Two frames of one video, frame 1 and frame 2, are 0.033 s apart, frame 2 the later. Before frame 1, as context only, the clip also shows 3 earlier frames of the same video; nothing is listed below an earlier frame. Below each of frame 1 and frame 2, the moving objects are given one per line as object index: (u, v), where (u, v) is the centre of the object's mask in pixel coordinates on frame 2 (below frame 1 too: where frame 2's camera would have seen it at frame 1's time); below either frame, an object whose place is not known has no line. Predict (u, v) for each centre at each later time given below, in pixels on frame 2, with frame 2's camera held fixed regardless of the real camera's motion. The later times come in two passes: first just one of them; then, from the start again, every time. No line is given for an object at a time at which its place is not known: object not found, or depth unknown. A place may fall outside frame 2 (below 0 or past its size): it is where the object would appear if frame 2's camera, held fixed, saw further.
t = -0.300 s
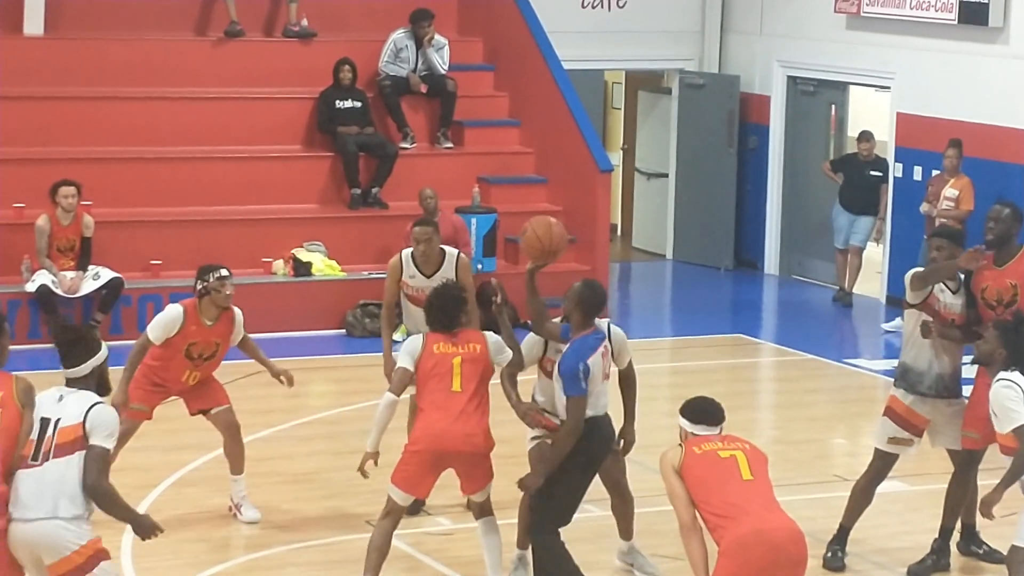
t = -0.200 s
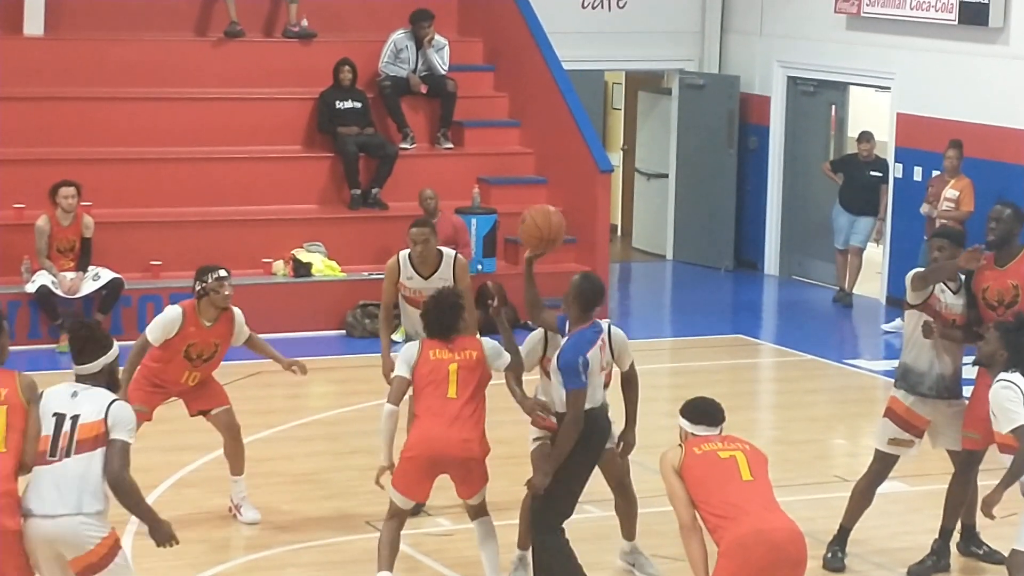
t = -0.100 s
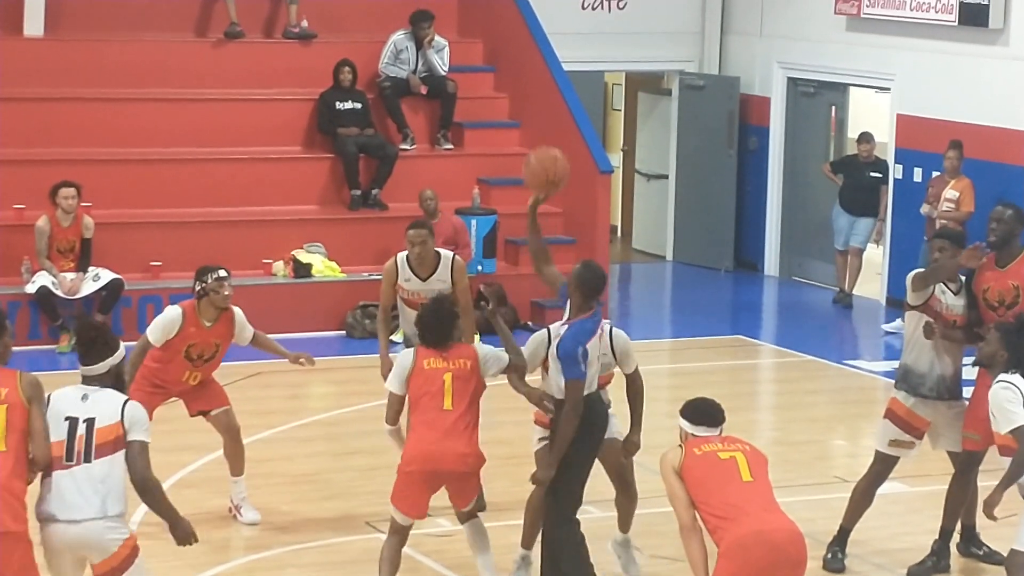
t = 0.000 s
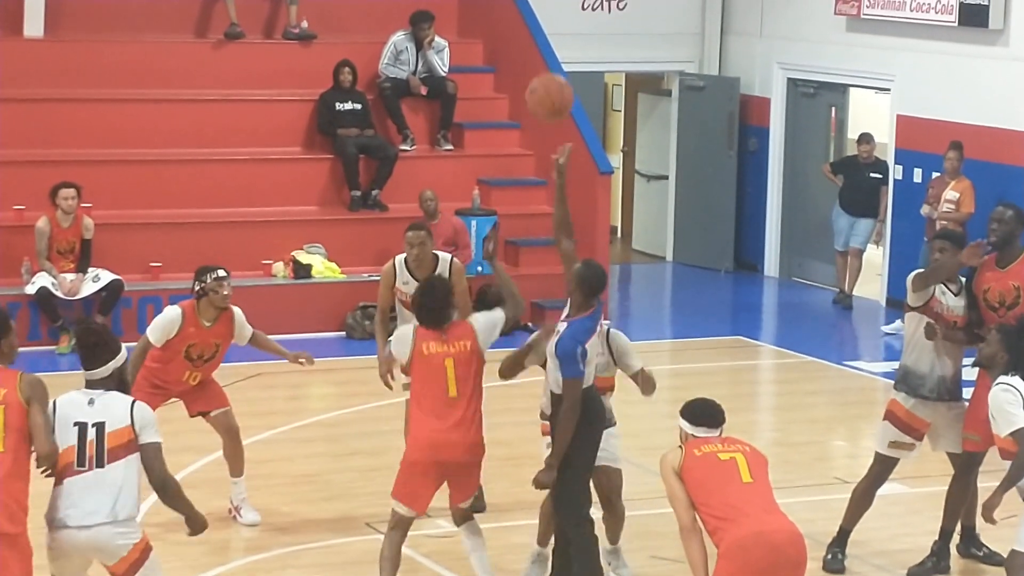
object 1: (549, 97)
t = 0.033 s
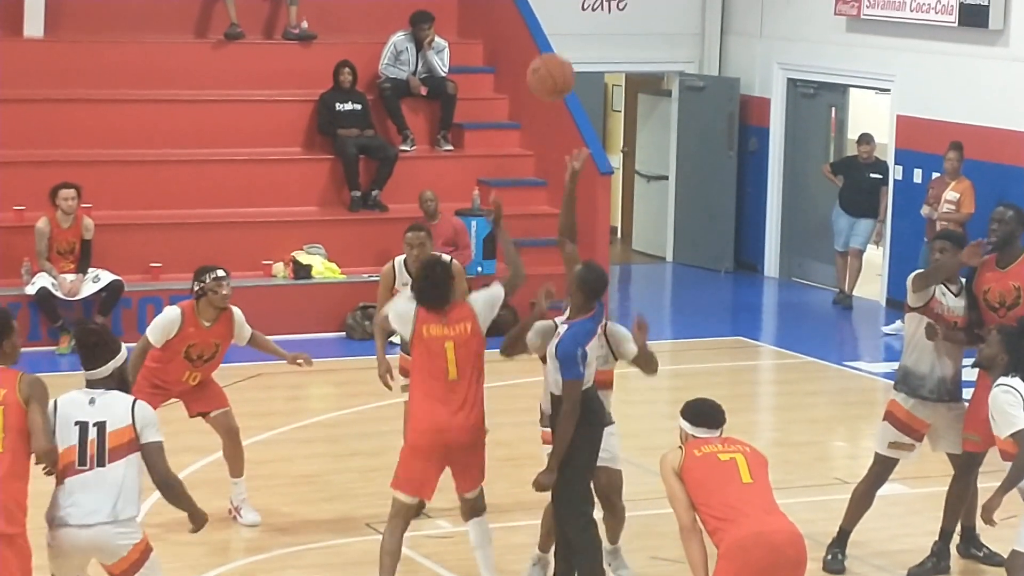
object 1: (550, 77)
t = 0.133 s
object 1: (554, 28)
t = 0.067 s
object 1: (551, 59)
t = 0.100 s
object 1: (553, 42)
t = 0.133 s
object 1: (554, 28)
